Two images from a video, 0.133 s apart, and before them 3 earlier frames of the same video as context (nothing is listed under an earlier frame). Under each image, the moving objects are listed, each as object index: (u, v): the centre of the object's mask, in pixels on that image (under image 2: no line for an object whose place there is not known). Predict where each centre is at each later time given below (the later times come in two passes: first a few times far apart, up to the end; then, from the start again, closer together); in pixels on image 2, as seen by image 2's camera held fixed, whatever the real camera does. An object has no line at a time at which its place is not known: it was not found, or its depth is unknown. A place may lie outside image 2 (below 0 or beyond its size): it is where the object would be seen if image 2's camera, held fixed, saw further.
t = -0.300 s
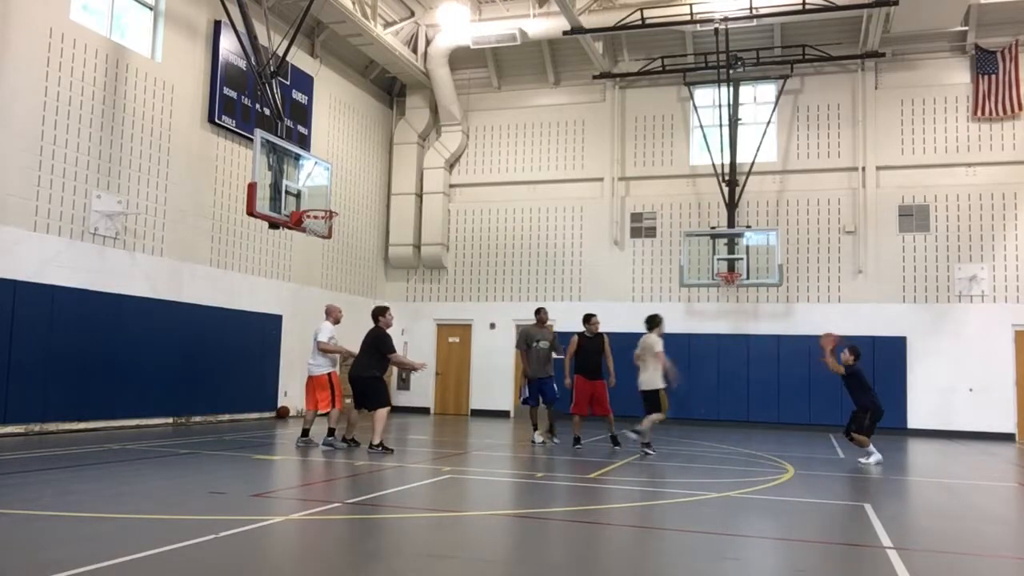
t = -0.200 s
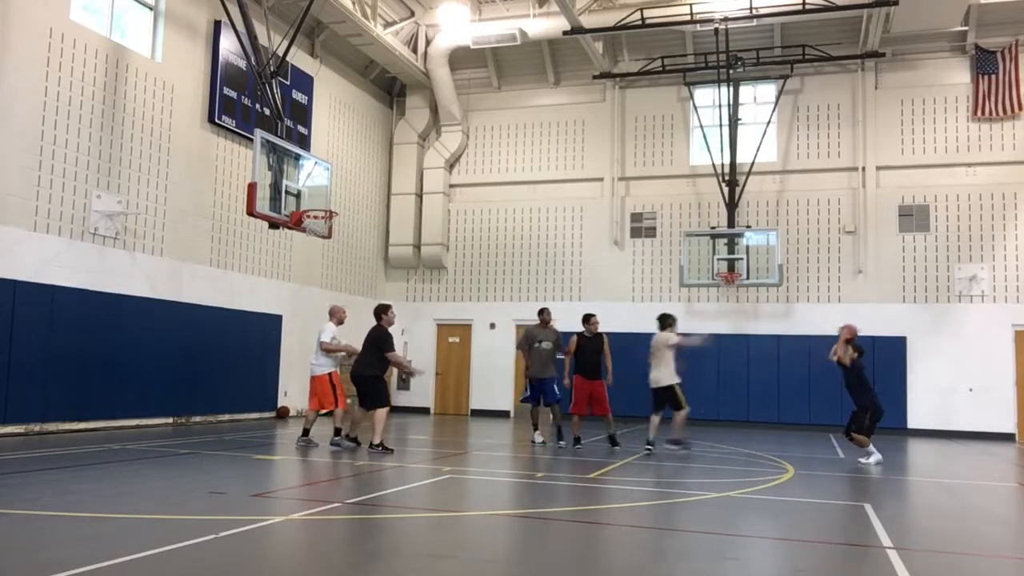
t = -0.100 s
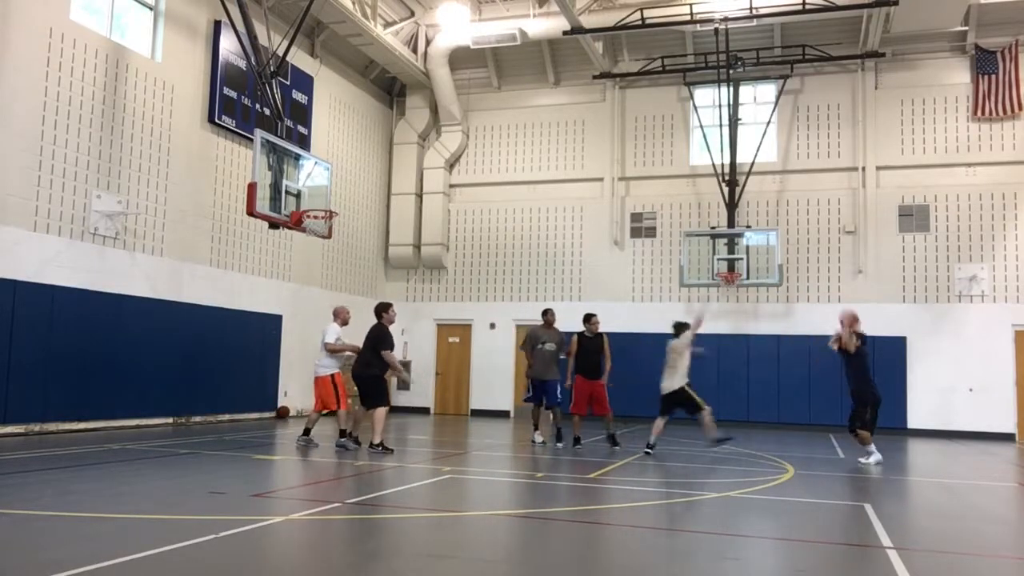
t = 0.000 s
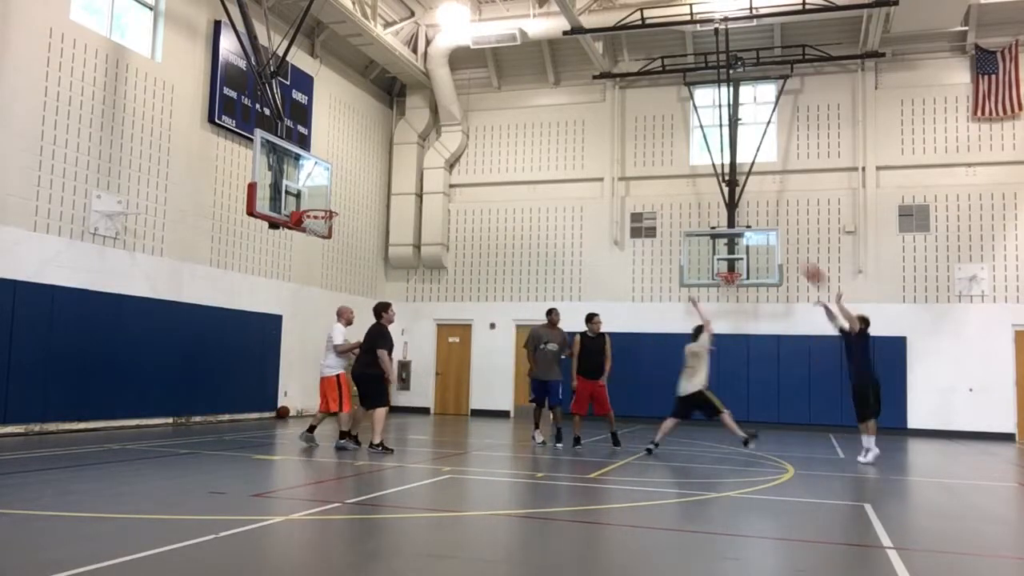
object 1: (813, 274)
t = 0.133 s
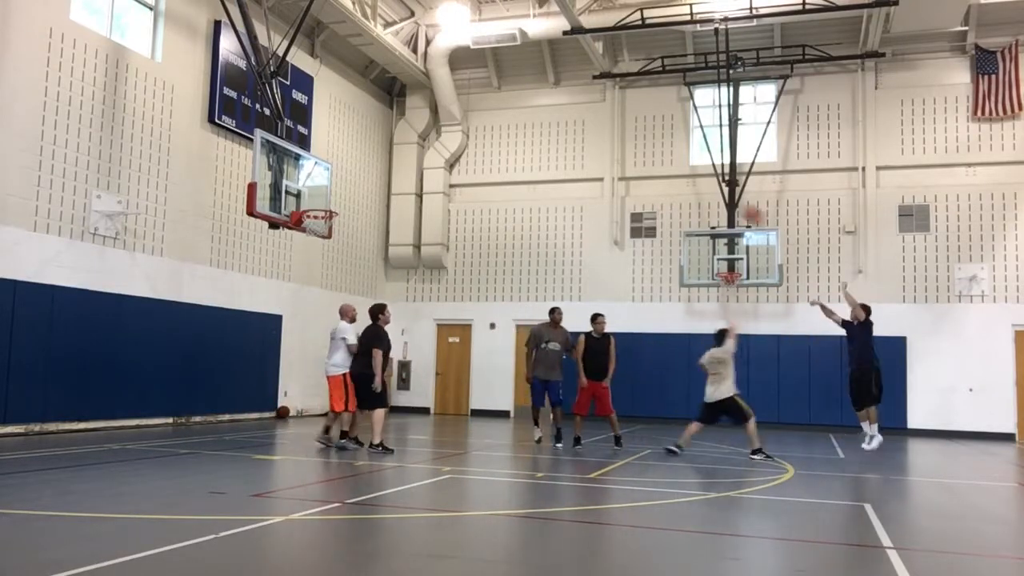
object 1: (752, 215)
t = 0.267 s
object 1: (695, 172)
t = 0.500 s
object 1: (592, 125)
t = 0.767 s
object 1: (482, 122)
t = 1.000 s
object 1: (386, 161)
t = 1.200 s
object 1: (306, 224)
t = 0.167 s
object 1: (737, 201)
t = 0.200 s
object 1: (723, 190)
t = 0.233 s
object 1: (707, 180)
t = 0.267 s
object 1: (695, 172)
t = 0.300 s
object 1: (678, 161)
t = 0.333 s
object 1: (663, 152)
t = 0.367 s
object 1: (649, 145)
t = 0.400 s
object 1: (634, 139)
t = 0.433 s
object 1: (621, 134)
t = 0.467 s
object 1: (606, 128)
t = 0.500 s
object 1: (592, 125)
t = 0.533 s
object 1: (577, 122)
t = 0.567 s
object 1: (564, 119)
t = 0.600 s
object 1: (550, 118)
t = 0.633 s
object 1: (536, 118)
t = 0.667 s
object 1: (522, 118)
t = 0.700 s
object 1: (509, 118)
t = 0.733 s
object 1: (495, 120)
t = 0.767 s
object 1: (482, 122)
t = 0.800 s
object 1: (468, 125)
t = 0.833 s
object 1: (455, 129)
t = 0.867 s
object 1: (441, 134)
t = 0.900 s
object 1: (427, 141)
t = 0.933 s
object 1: (413, 147)
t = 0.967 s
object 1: (401, 153)
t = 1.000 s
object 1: (386, 161)
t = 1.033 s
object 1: (373, 169)
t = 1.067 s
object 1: (360, 178)
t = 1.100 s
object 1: (344, 188)
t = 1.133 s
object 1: (333, 198)
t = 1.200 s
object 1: (306, 224)
